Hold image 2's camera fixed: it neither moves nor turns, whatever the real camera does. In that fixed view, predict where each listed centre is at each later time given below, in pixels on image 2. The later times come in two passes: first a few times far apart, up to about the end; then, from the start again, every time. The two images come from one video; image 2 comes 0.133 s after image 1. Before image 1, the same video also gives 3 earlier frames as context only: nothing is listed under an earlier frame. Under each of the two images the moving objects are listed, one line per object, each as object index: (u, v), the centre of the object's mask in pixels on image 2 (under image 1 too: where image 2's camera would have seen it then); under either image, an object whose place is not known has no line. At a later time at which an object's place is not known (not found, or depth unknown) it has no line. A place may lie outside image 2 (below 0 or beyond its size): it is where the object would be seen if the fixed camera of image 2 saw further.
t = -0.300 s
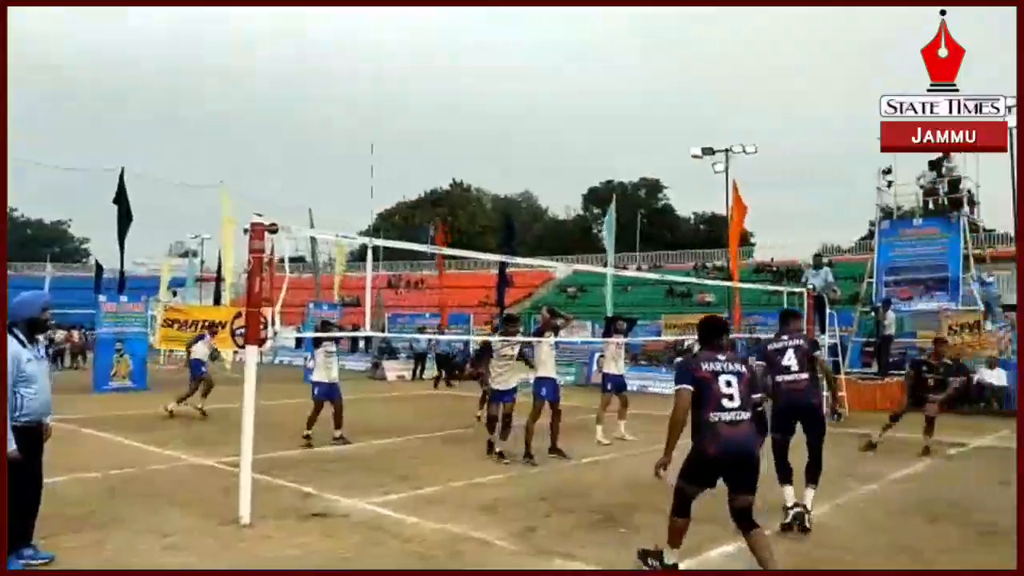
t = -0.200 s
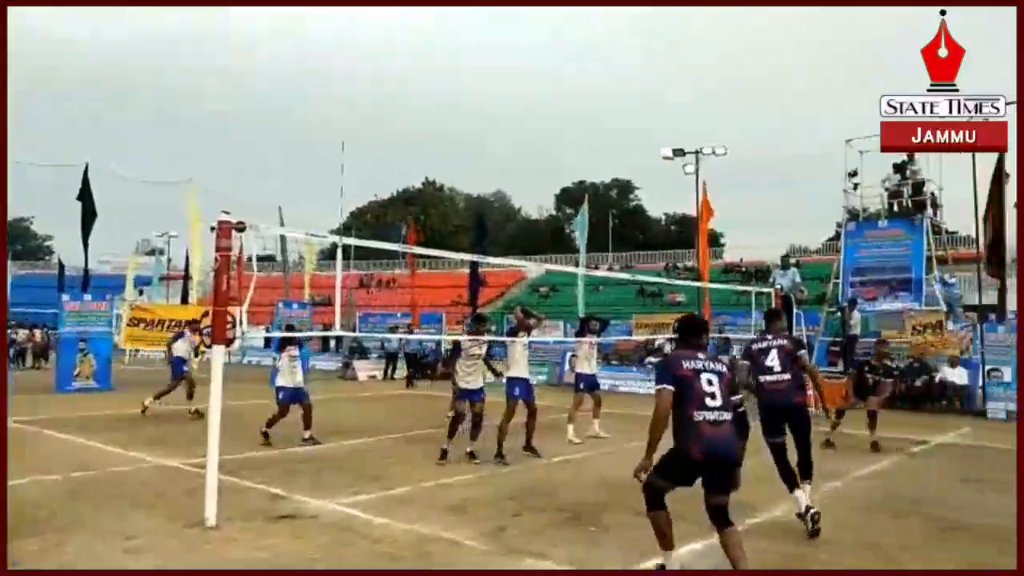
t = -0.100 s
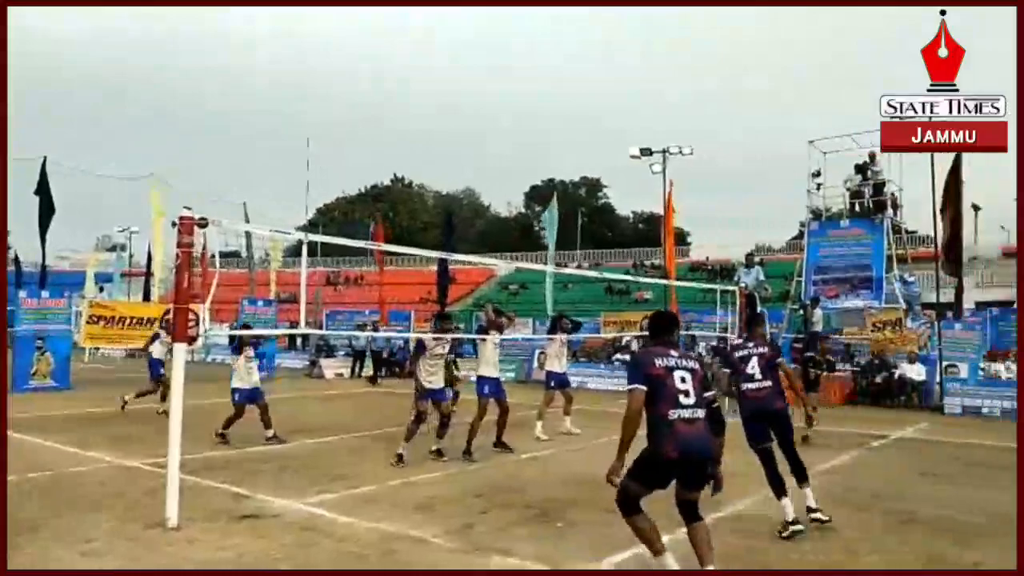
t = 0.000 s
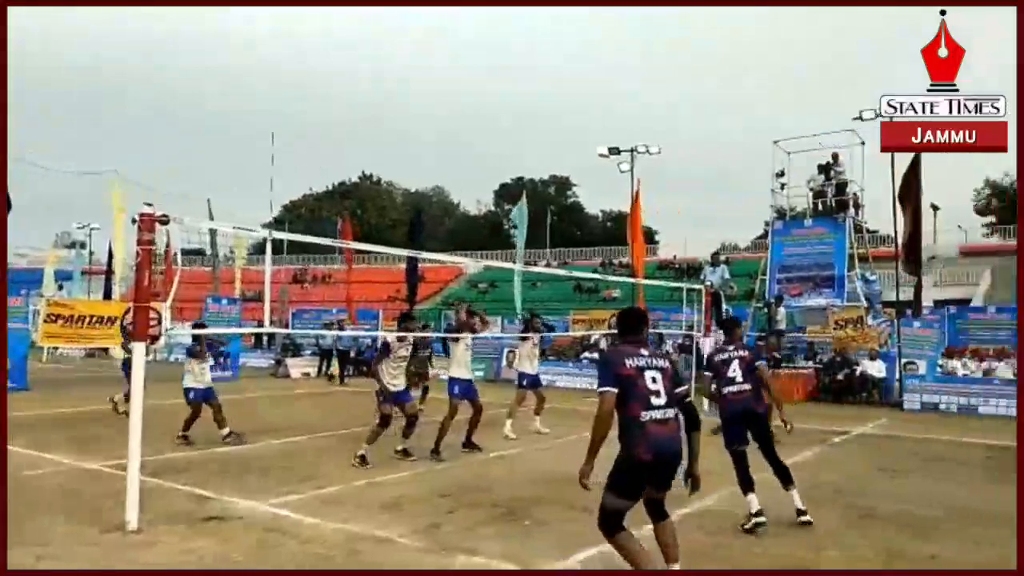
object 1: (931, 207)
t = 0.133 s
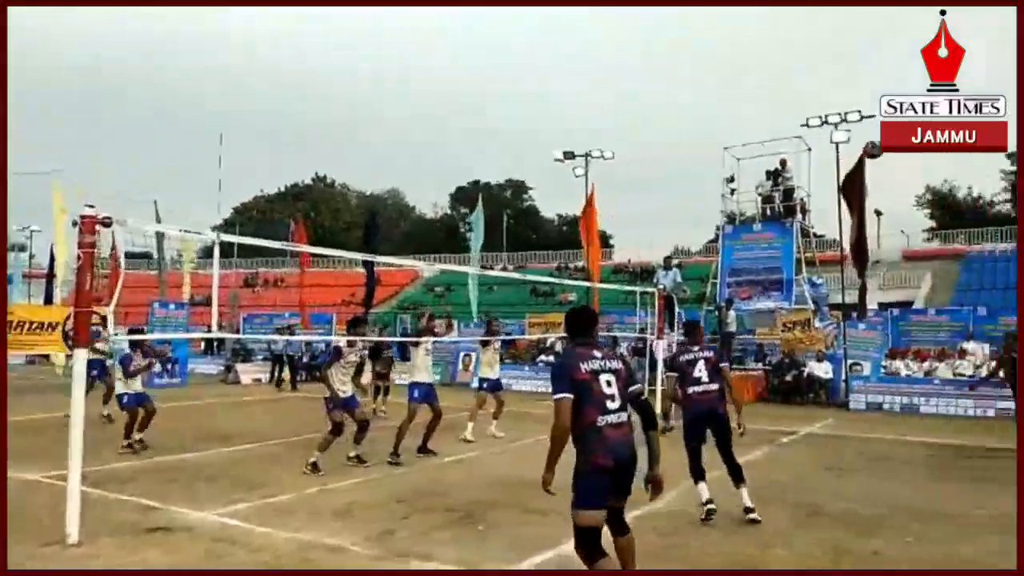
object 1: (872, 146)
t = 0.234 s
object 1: (836, 110)
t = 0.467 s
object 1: (757, 65)
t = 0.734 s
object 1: (677, 67)
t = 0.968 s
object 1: (614, 113)
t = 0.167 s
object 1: (860, 132)
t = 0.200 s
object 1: (847, 123)
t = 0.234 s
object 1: (836, 110)
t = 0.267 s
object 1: (824, 100)
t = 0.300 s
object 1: (812, 92)
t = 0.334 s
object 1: (801, 84)
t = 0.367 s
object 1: (790, 78)
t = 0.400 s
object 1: (779, 73)
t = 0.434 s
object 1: (767, 67)
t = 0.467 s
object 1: (757, 65)
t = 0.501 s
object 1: (747, 62)
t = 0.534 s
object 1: (736, 60)
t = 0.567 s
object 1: (725, 57)
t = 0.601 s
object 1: (716, 58)
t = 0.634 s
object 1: (706, 59)
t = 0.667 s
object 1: (697, 61)
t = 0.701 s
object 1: (687, 64)
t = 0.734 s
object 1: (677, 67)
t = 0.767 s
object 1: (668, 71)
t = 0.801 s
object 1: (659, 76)
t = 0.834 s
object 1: (650, 82)
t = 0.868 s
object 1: (640, 88)
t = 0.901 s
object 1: (631, 96)
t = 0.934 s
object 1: (623, 103)
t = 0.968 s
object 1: (614, 113)
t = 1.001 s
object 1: (605, 122)
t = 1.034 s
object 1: (597, 131)
